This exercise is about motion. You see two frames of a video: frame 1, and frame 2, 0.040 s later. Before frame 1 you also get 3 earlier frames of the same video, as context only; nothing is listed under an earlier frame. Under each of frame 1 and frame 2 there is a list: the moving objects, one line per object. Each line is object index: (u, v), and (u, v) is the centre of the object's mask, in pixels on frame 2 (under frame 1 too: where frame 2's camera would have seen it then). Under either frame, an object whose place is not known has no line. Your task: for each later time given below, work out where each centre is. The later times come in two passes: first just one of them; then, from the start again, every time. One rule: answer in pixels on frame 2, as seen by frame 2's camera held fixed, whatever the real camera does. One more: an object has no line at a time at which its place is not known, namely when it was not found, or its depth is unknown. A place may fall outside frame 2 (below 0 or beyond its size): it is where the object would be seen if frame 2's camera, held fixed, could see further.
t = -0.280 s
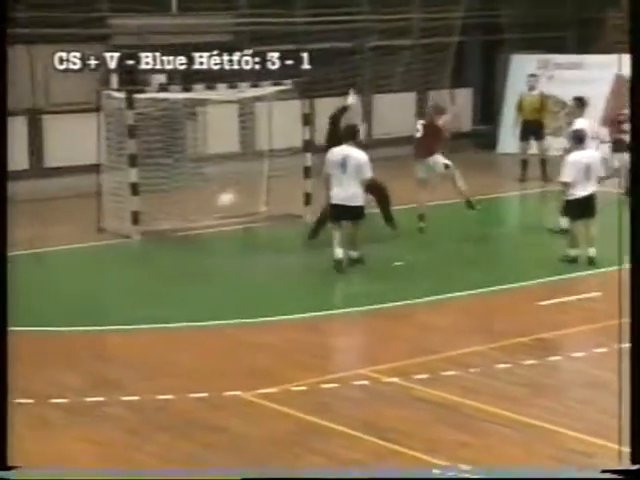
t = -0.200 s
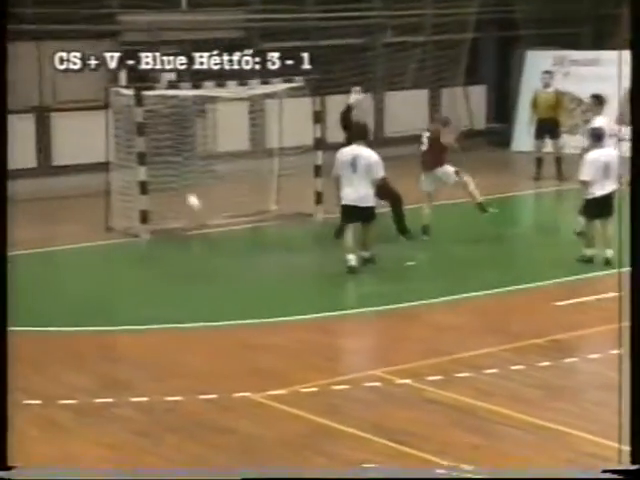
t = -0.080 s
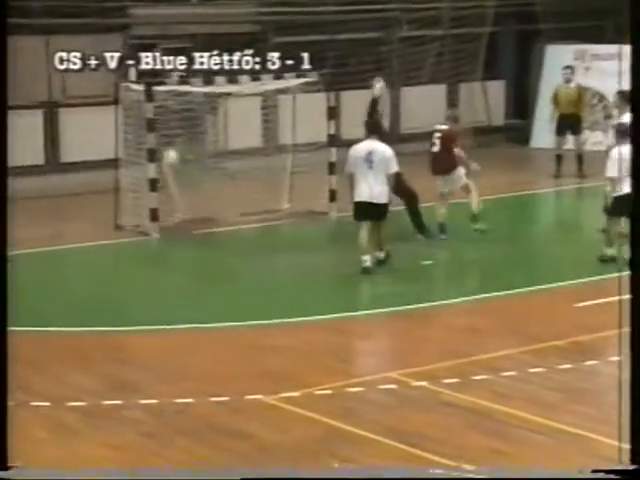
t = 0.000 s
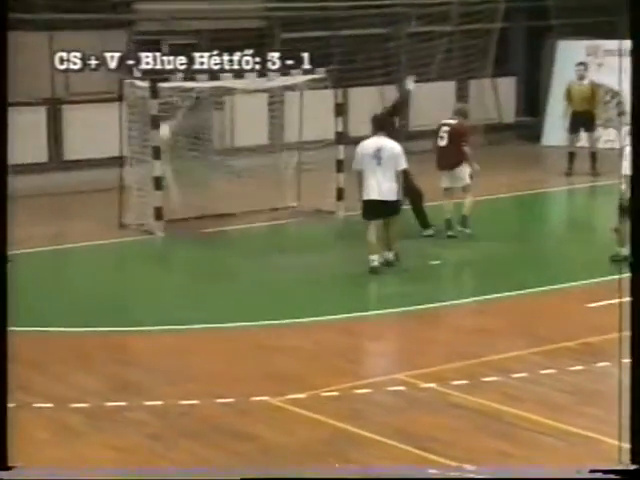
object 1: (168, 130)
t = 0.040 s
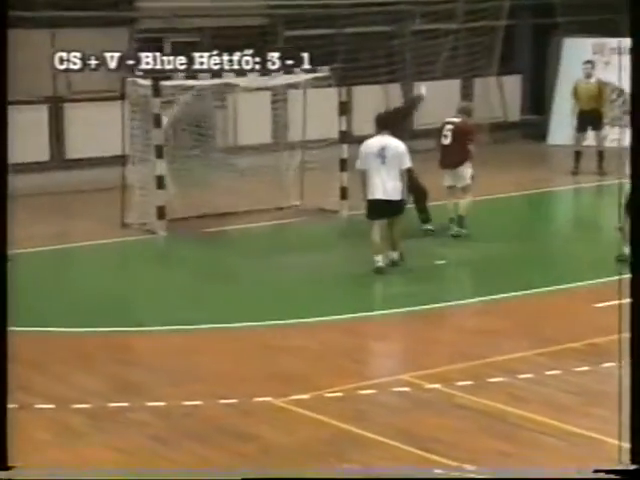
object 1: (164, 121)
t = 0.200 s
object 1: (163, 97)
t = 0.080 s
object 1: (162, 111)
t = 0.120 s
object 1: (161, 105)
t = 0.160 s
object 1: (161, 101)
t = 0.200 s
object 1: (163, 97)
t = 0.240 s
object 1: (165, 95)
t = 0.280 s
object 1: (168, 94)
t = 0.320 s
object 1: (172, 94)
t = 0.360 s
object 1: (175, 96)
